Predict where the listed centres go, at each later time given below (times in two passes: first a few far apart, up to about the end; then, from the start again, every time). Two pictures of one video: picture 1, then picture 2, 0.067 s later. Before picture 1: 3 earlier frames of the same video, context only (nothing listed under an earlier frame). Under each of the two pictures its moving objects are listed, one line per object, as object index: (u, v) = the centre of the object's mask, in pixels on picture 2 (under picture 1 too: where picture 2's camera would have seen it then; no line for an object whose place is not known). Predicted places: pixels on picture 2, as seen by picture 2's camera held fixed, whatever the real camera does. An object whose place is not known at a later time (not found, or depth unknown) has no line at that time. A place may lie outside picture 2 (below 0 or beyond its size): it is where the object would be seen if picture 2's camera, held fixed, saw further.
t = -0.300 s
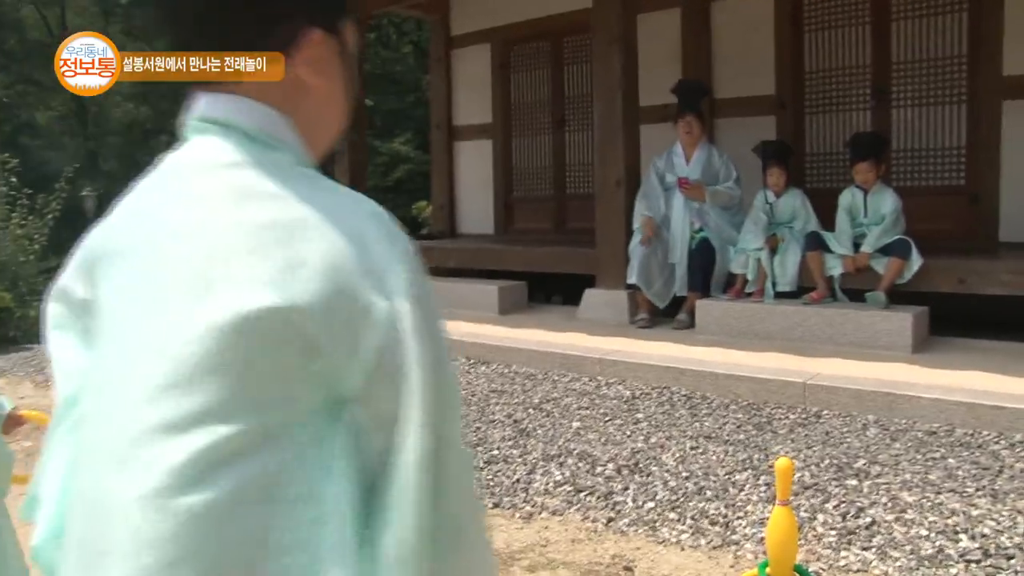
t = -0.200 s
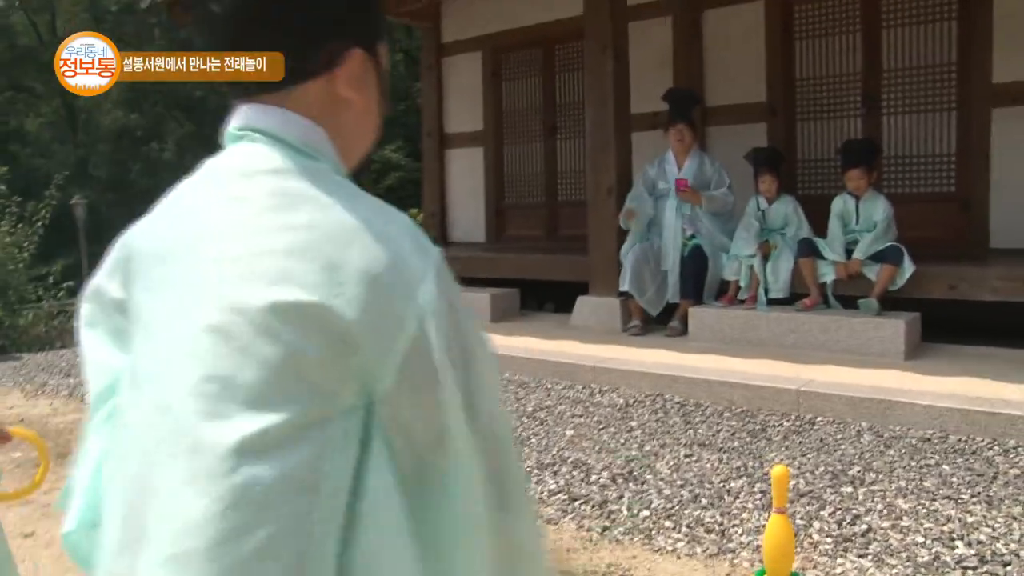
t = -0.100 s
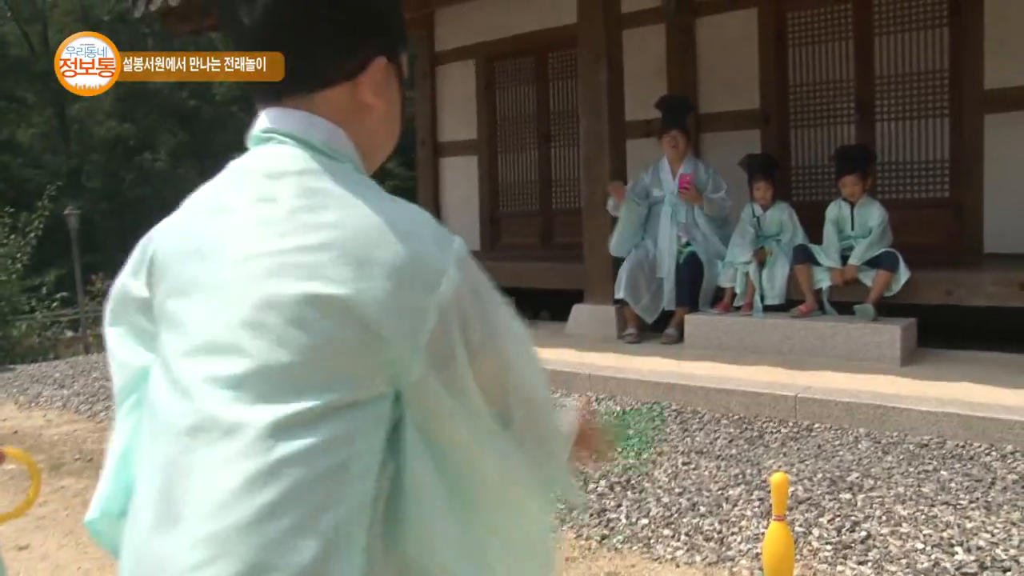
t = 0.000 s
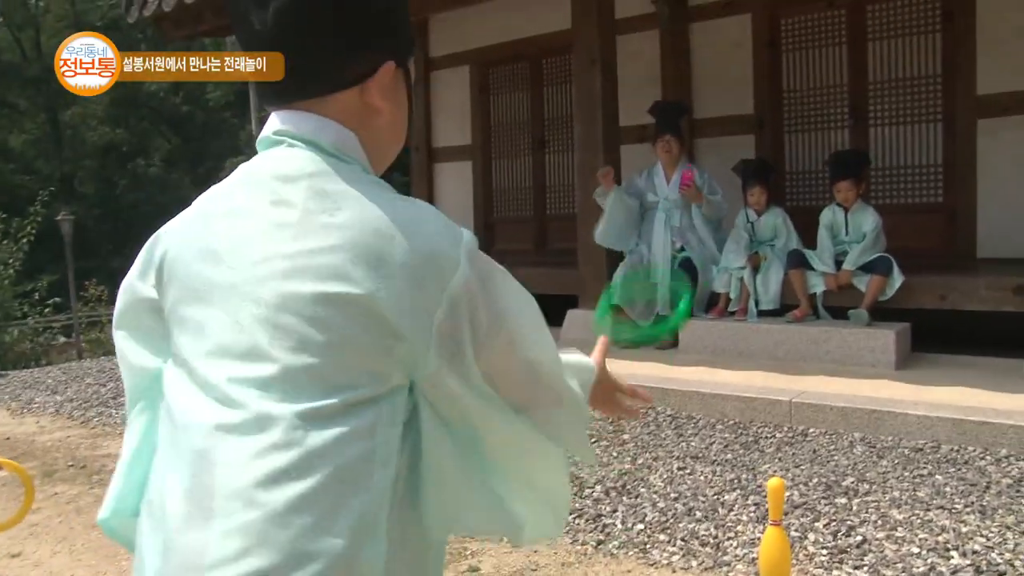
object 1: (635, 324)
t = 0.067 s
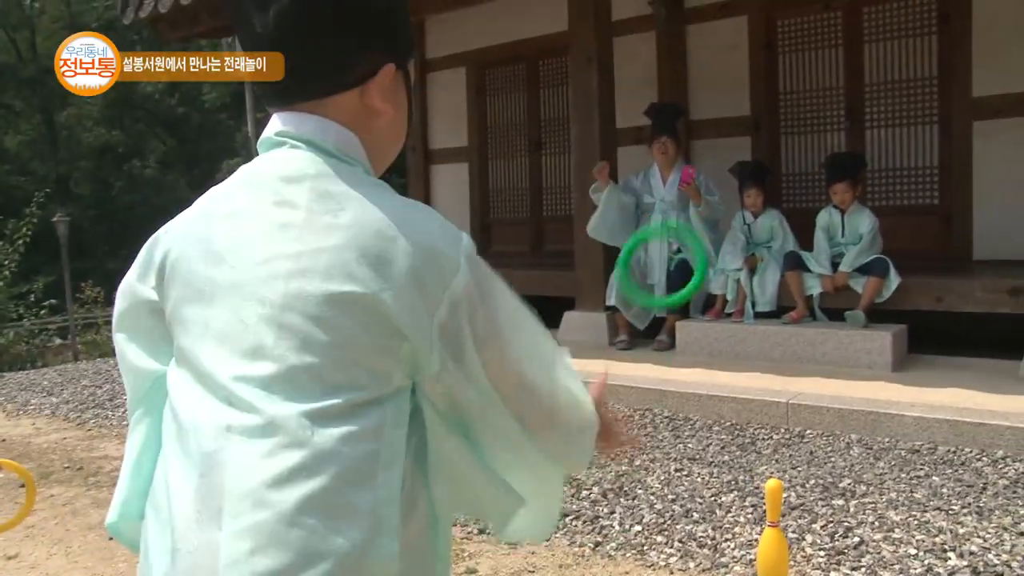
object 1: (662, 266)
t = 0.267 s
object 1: (708, 284)
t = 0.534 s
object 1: (720, 497)
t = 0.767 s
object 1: (655, 541)
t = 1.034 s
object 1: (636, 547)
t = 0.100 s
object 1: (672, 255)
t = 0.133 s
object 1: (681, 250)
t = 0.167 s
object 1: (689, 251)
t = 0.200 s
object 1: (697, 258)
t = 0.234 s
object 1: (705, 269)
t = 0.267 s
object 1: (708, 284)
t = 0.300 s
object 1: (716, 309)
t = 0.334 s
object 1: (725, 336)
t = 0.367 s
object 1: (730, 359)
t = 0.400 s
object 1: (736, 390)
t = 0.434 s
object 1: (740, 424)
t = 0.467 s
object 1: (742, 454)
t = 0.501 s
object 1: (734, 477)
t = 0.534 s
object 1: (720, 497)
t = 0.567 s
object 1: (702, 522)
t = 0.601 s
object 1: (688, 541)
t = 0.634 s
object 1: (675, 555)
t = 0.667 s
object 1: (669, 559)
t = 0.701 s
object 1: (662, 549)
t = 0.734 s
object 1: (659, 541)
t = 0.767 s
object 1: (655, 541)
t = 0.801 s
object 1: (651, 540)
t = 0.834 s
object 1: (645, 543)
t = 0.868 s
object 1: (642, 545)
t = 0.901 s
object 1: (640, 544)
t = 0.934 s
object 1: (640, 543)
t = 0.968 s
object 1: (641, 544)
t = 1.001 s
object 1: (638, 544)
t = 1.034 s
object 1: (636, 547)
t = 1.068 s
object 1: (634, 548)
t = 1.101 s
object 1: (633, 548)
